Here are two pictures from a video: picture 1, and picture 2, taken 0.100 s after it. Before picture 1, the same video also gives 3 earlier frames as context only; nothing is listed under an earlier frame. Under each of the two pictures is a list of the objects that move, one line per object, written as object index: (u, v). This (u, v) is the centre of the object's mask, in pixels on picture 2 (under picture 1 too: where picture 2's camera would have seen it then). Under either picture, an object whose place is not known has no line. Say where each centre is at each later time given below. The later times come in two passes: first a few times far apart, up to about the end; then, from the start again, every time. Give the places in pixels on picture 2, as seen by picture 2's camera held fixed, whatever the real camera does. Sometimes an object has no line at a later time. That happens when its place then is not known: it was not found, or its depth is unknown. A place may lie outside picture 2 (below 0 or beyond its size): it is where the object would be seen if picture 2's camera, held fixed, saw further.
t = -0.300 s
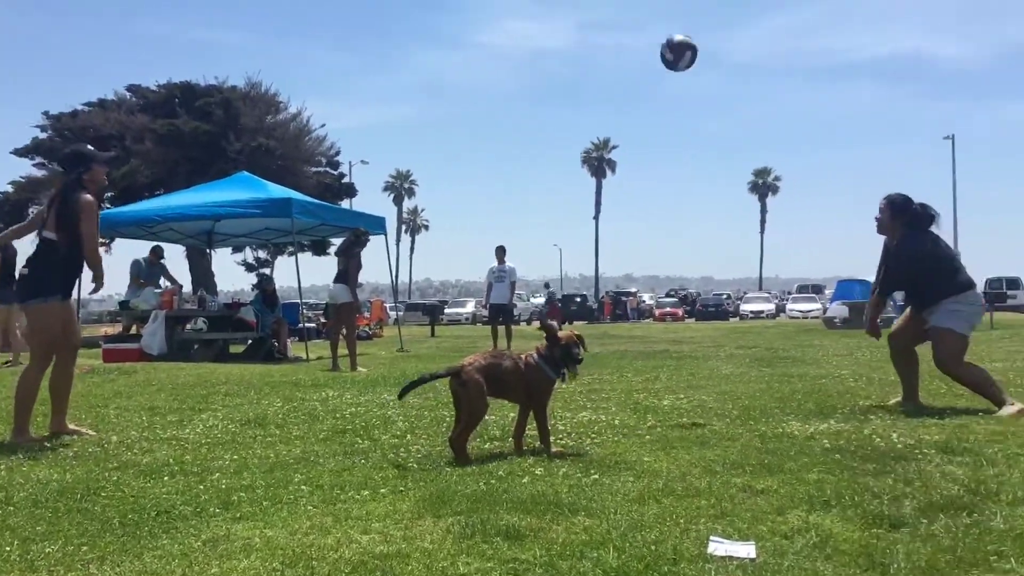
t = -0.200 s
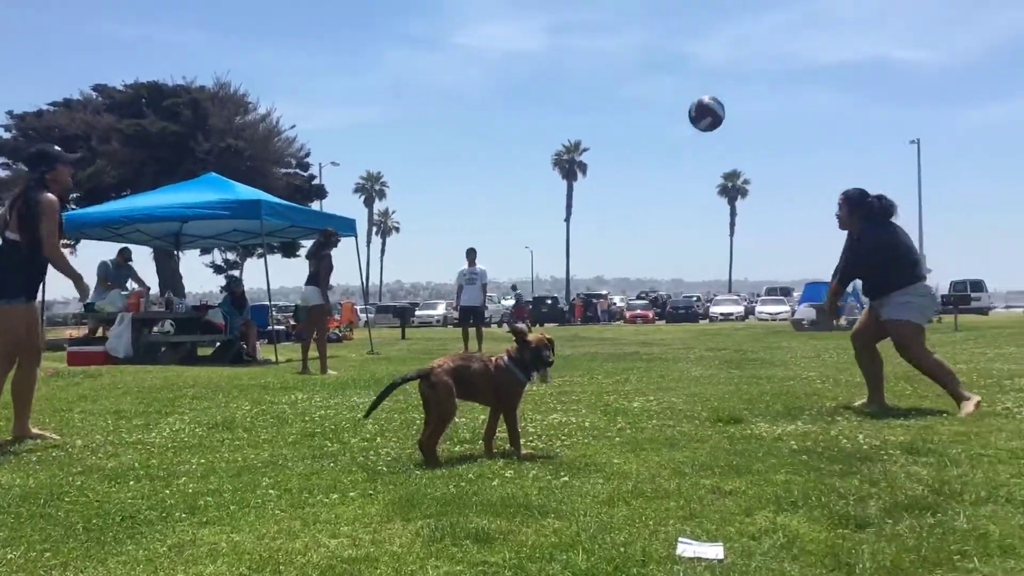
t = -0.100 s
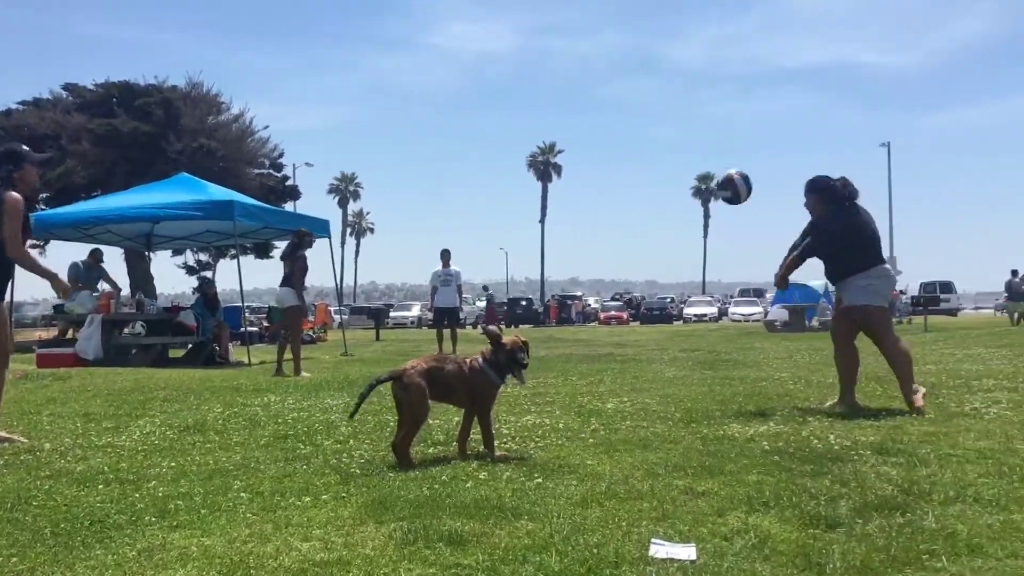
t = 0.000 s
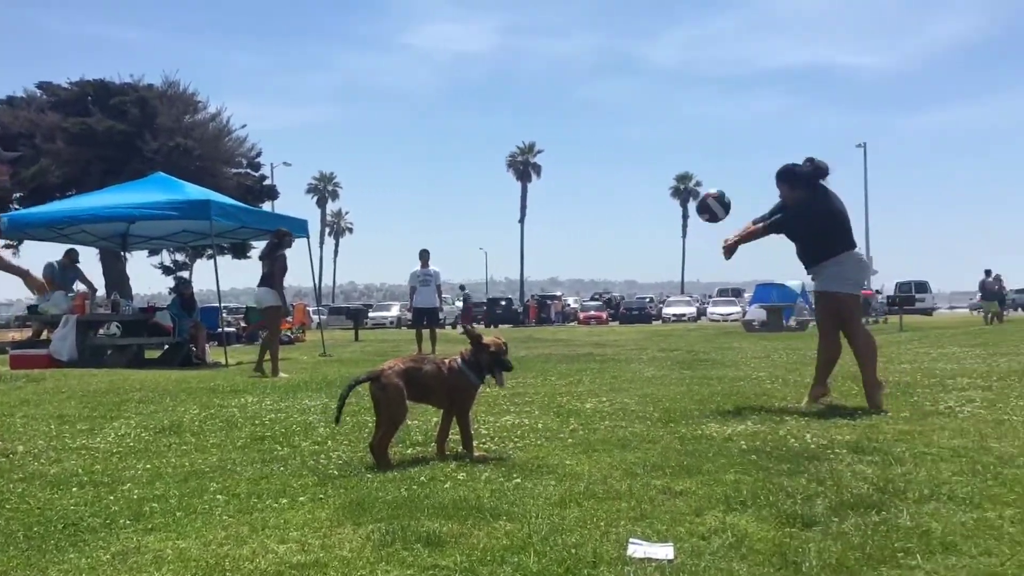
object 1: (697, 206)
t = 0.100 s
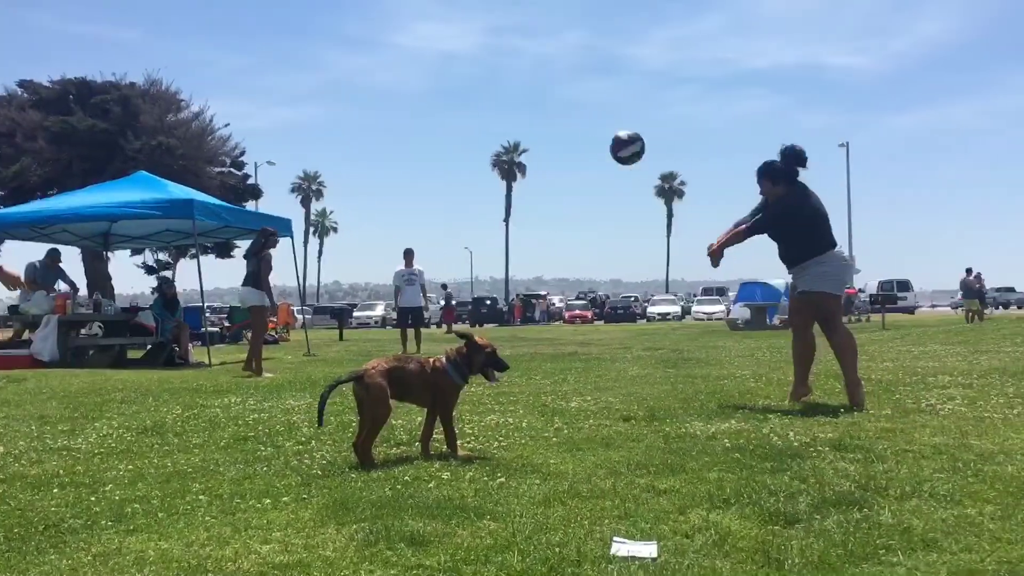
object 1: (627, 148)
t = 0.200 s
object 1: (555, 104)
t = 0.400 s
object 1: (401, 62)
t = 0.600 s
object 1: (232, 89)
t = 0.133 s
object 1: (604, 132)
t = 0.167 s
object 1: (580, 117)
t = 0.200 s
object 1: (555, 104)
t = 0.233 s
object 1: (530, 93)
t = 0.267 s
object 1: (505, 83)
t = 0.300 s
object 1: (480, 75)
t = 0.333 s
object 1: (454, 69)
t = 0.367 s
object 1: (428, 65)
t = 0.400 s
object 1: (401, 62)
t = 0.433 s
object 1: (374, 61)
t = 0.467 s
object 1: (346, 63)
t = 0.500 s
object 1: (319, 66)
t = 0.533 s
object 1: (290, 71)
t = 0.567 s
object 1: (261, 79)
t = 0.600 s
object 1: (232, 89)
